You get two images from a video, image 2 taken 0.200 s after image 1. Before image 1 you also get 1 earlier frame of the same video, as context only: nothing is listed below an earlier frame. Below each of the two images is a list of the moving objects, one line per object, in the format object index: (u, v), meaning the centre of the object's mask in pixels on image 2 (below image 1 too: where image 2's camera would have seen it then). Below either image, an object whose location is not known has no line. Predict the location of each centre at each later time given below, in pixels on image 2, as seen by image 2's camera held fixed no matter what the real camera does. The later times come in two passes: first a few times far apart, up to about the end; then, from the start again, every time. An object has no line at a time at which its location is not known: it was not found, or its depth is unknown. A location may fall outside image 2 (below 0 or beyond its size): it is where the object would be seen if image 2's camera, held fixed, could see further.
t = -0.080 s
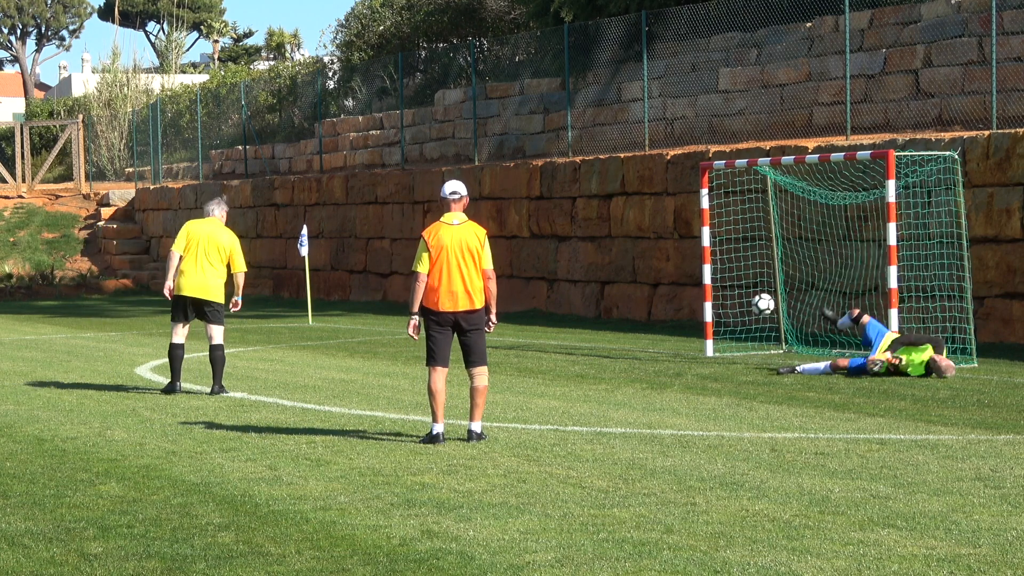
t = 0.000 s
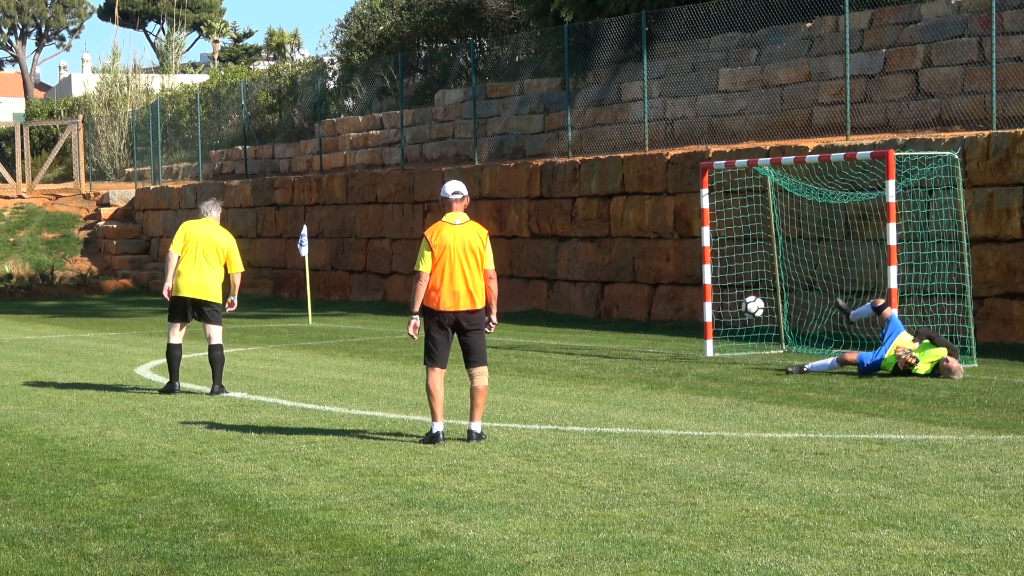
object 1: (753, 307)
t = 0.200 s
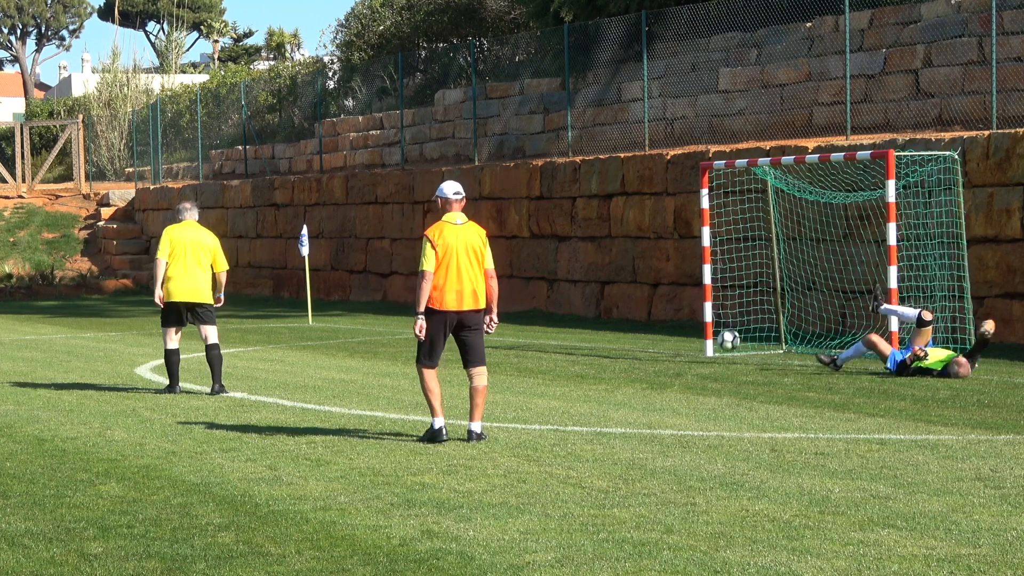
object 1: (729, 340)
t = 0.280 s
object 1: (719, 352)
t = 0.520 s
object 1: (688, 343)
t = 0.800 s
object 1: (653, 357)
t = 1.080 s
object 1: (624, 360)
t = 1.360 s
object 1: (601, 362)
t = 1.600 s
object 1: (585, 364)
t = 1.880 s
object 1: (570, 365)
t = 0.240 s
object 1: (724, 350)
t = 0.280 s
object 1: (719, 352)
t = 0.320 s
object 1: (714, 347)
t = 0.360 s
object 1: (709, 343)
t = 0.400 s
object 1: (703, 341)
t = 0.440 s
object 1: (697, 340)
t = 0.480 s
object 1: (693, 340)
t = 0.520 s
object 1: (688, 343)
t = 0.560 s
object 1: (683, 347)
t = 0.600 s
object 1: (677, 352)
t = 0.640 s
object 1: (672, 357)
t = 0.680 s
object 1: (667, 355)
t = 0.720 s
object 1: (663, 355)
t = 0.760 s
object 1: (658, 356)
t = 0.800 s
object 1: (653, 357)
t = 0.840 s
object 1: (649, 359)
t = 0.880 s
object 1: (644, 358)
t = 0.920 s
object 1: (640, 358)
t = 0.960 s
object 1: (636, 359)
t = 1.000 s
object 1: (632, 360)
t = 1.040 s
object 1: (628, 359)
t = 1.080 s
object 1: (624, 360)
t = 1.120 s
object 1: (621, 361)
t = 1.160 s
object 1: (617, 361)
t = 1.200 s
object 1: (614, 361)
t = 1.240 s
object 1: (611, 361)
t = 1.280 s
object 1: (607, 362)
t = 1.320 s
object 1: (604, 362)
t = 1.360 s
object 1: (601, 362)
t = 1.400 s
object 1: (598, 363)
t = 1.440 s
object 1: (595, 363)
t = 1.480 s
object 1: (593, 363)
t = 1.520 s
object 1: (590, 364)
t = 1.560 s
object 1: (588, 364)
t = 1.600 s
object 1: (585, 364)
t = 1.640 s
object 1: (582, 364)
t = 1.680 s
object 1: (580, 364)
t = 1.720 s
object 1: (577, 364)
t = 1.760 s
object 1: (575, 365)
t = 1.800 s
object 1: (574, 365)
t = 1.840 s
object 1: (572, 365)
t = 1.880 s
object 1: (570, 365)
